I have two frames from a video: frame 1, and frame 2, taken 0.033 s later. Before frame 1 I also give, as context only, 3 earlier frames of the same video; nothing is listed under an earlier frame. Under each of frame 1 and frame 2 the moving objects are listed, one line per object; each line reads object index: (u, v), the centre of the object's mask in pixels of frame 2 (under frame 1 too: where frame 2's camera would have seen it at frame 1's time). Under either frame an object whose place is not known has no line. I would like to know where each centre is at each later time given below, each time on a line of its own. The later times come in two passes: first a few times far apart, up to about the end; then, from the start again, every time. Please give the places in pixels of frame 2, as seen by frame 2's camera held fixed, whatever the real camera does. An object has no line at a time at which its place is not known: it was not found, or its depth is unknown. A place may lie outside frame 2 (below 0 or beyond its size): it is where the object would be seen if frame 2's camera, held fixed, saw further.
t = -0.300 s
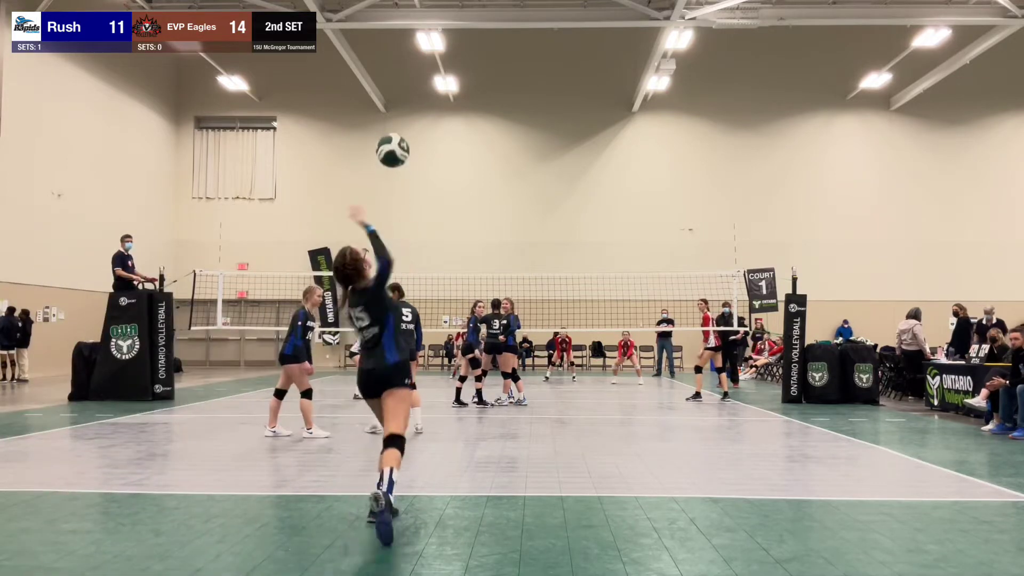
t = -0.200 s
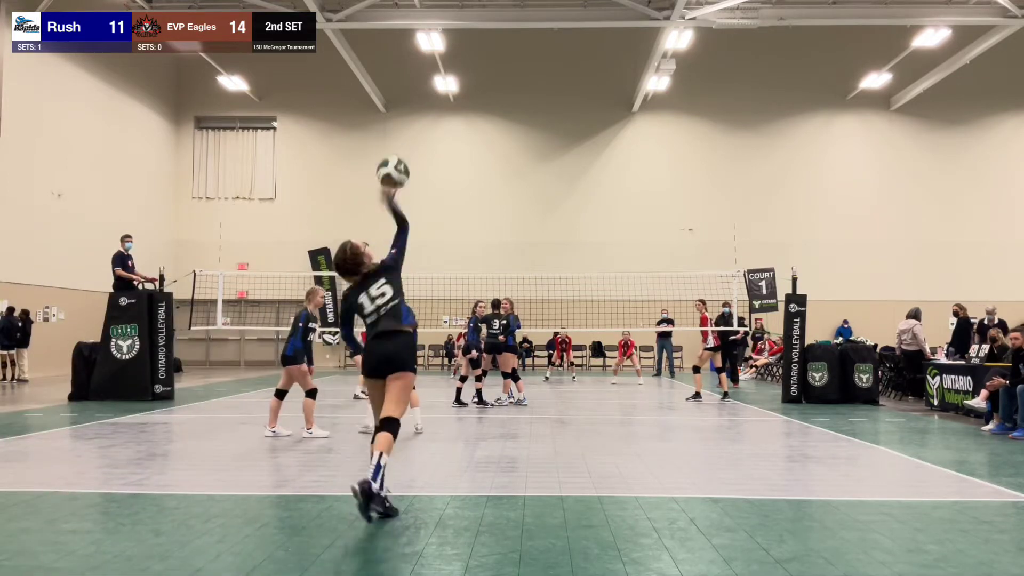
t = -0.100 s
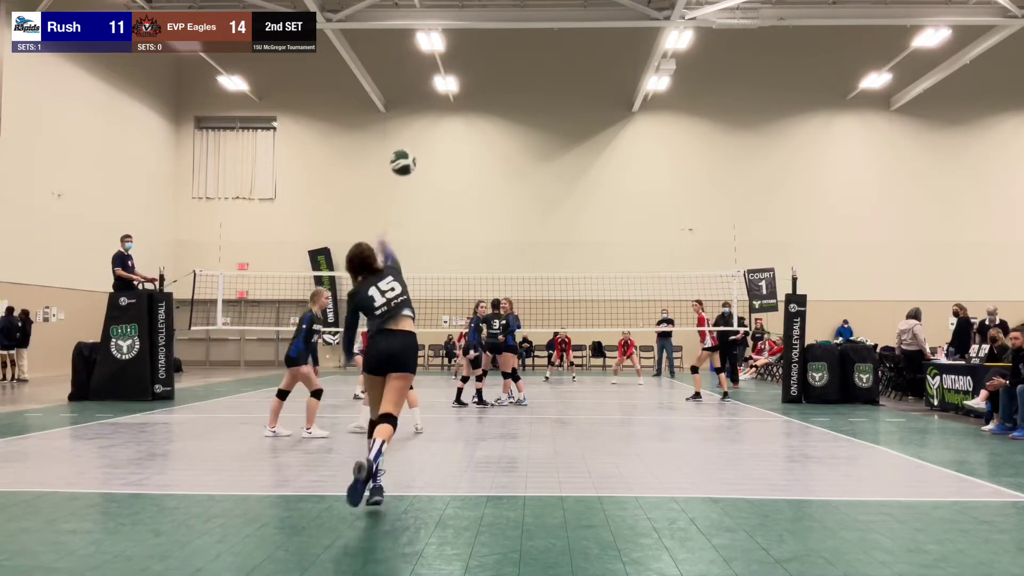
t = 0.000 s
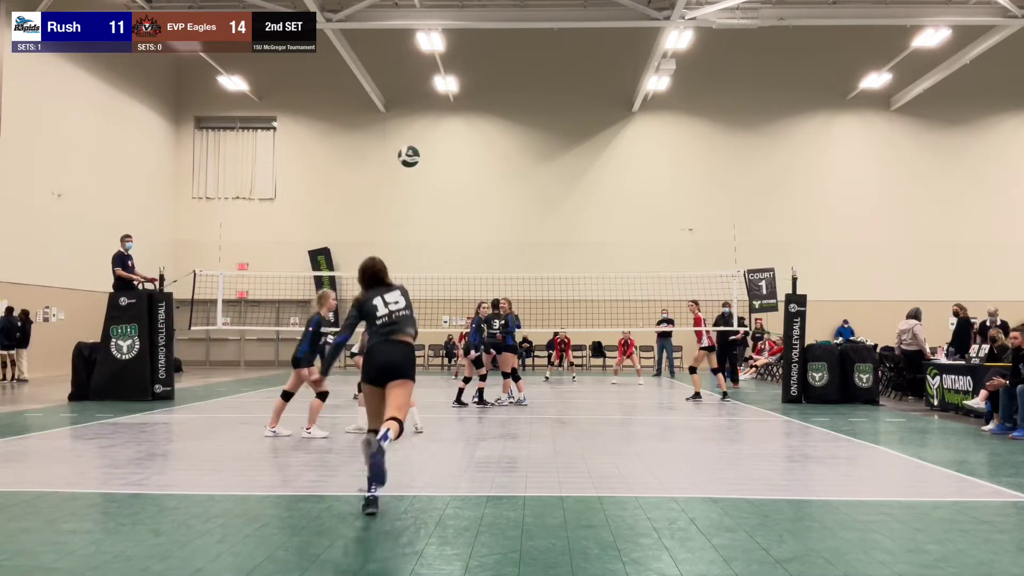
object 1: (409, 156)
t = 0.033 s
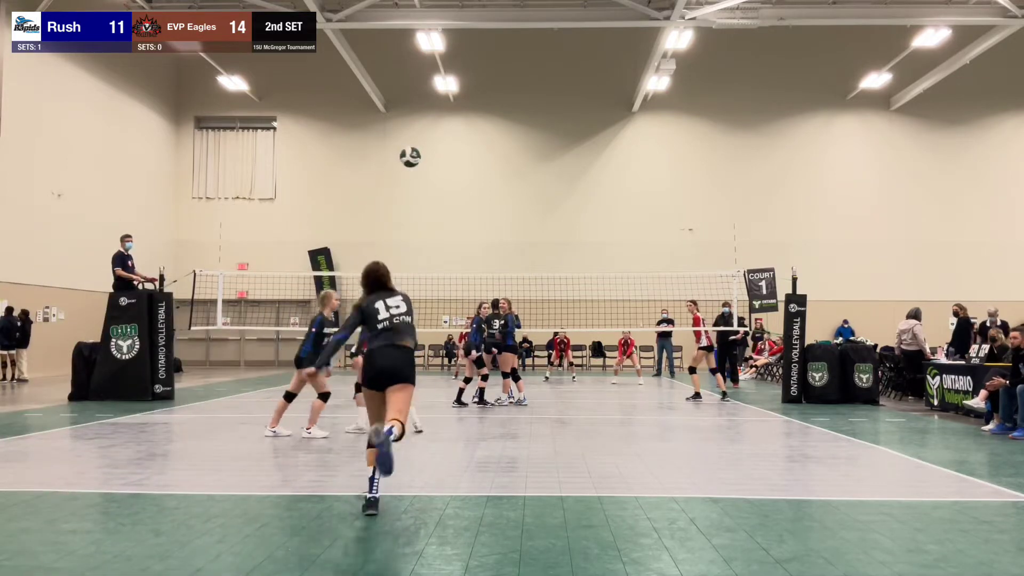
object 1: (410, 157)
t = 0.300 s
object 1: (421, 182)
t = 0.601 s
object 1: (430, 236)
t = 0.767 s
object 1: (433, 273)
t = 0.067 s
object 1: (411, 158)
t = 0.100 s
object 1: (412, 161)
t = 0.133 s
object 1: (414, 163)
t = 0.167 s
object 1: (415, 167)
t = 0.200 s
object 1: (417, 170)
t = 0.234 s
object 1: (418, 173)
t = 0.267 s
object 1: (419, 178)
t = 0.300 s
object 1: (421, 182)
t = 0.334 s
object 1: (422, 187)
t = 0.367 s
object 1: (423, 192)
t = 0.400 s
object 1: (425, 198)
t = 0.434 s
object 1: (427, 204)
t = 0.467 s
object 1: (427, 210)
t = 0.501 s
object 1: (428, 216)
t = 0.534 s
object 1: (429, 223)
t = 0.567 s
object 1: (430, 229)
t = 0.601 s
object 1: (430, 236)
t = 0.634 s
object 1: (431, 244)
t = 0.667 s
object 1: (432, 251)
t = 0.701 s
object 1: (432, 258)
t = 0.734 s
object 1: (432, 265)
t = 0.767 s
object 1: (433, 273)
